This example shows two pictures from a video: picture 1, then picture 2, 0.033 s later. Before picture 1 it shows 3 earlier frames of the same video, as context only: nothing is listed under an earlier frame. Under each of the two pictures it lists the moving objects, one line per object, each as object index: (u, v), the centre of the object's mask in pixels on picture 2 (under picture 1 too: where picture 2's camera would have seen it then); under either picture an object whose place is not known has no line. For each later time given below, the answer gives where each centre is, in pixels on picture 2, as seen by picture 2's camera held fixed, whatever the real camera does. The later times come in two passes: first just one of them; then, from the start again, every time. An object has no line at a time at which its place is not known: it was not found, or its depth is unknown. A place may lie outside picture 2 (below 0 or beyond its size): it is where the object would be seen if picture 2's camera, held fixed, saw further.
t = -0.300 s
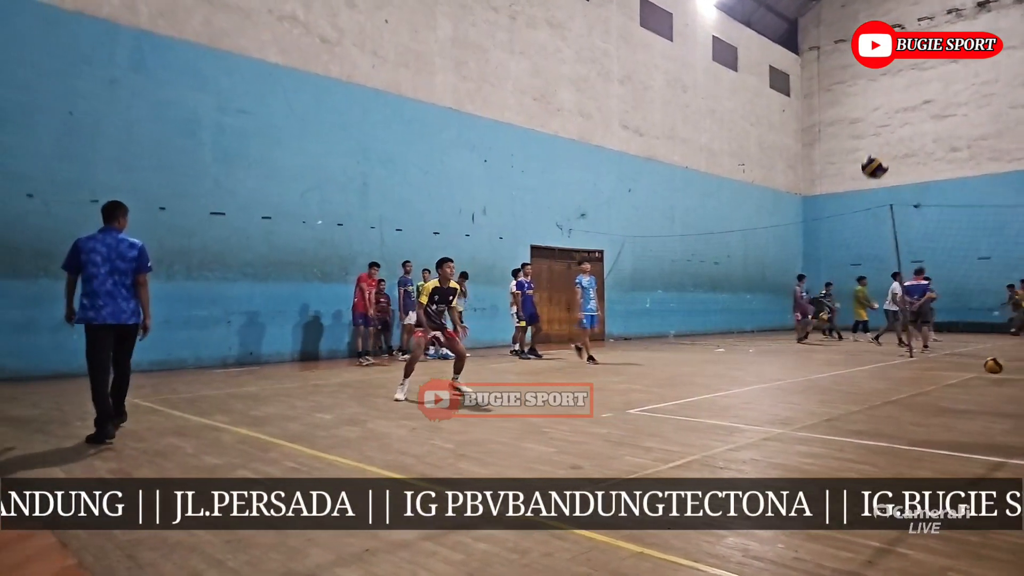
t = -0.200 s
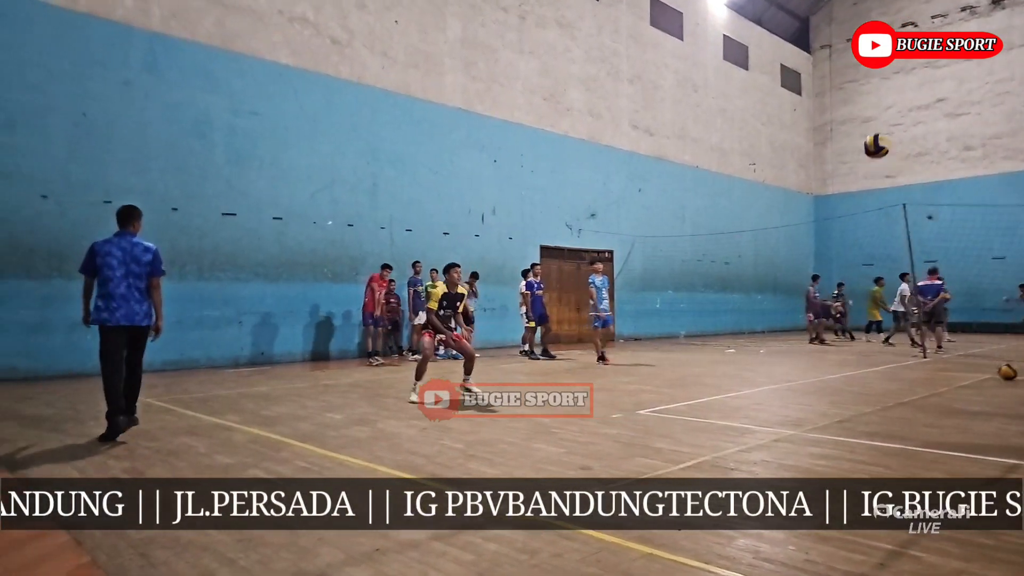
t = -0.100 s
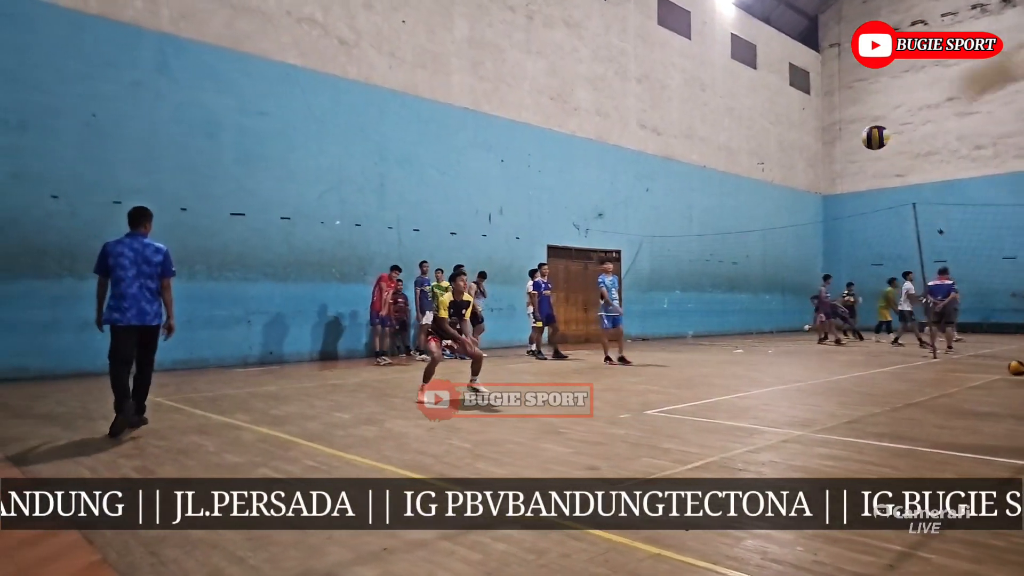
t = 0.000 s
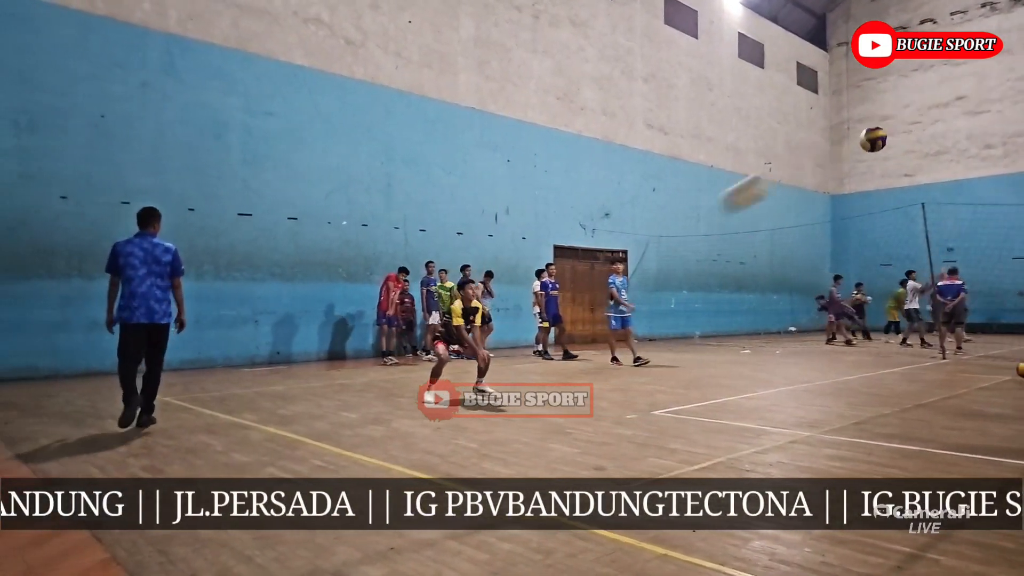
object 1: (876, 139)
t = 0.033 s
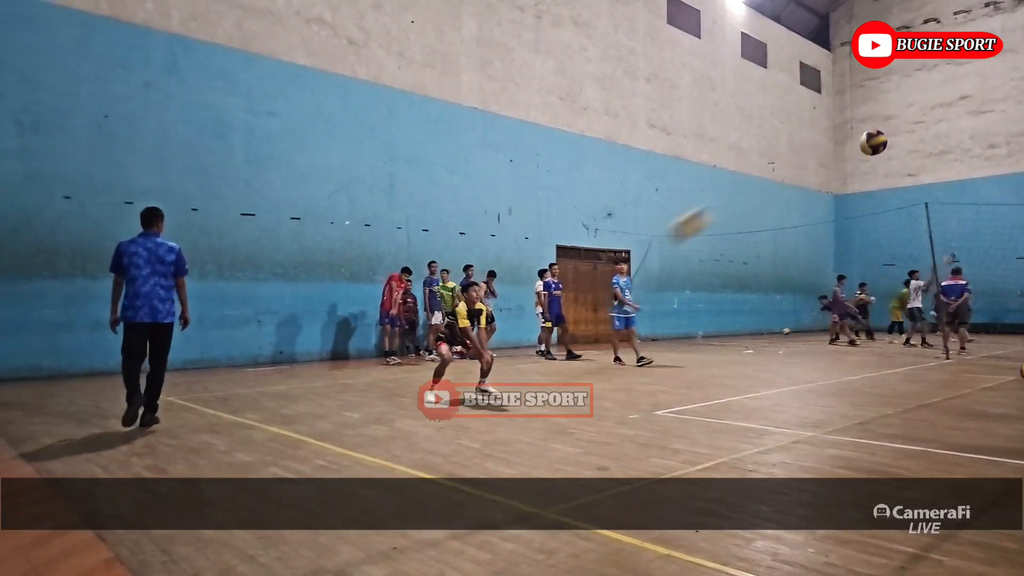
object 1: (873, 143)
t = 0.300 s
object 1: (846, 216)
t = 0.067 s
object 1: (870, 147)
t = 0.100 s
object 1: (867, 153)
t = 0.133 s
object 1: (862, 161)
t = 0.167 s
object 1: (859, 170)
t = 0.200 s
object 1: (856, 180)
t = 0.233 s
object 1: (853, 190)
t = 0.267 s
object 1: (849, 203)
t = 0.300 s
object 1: (846, 216)
